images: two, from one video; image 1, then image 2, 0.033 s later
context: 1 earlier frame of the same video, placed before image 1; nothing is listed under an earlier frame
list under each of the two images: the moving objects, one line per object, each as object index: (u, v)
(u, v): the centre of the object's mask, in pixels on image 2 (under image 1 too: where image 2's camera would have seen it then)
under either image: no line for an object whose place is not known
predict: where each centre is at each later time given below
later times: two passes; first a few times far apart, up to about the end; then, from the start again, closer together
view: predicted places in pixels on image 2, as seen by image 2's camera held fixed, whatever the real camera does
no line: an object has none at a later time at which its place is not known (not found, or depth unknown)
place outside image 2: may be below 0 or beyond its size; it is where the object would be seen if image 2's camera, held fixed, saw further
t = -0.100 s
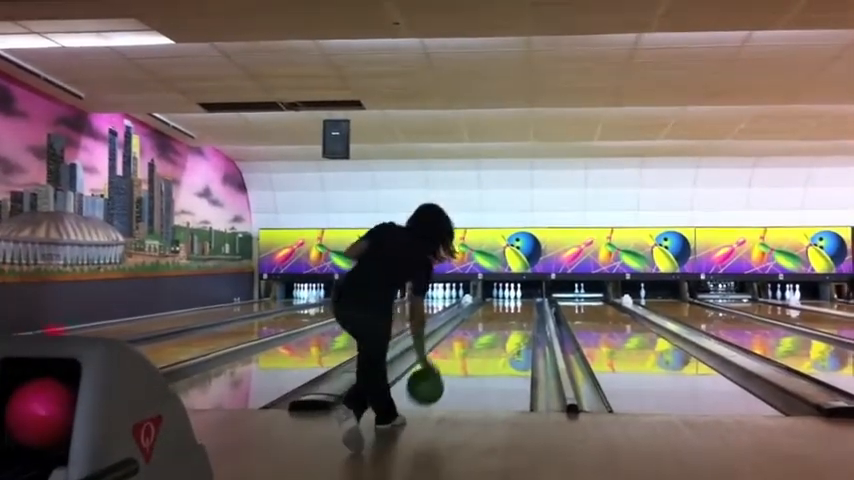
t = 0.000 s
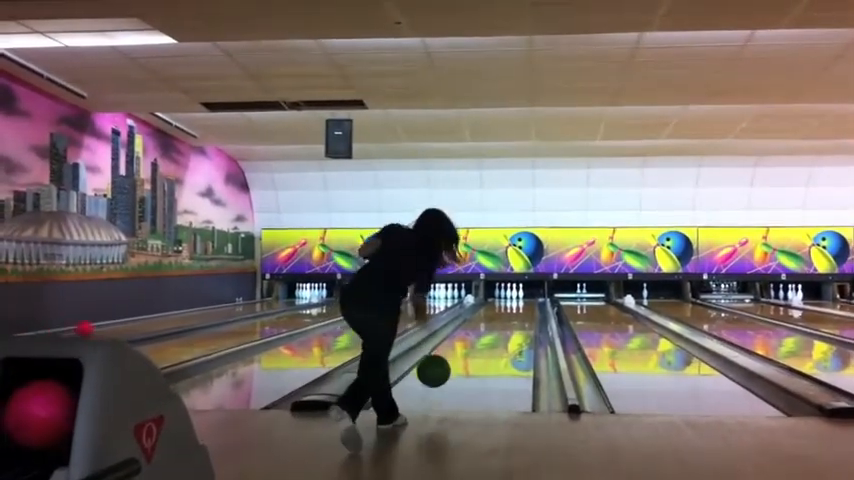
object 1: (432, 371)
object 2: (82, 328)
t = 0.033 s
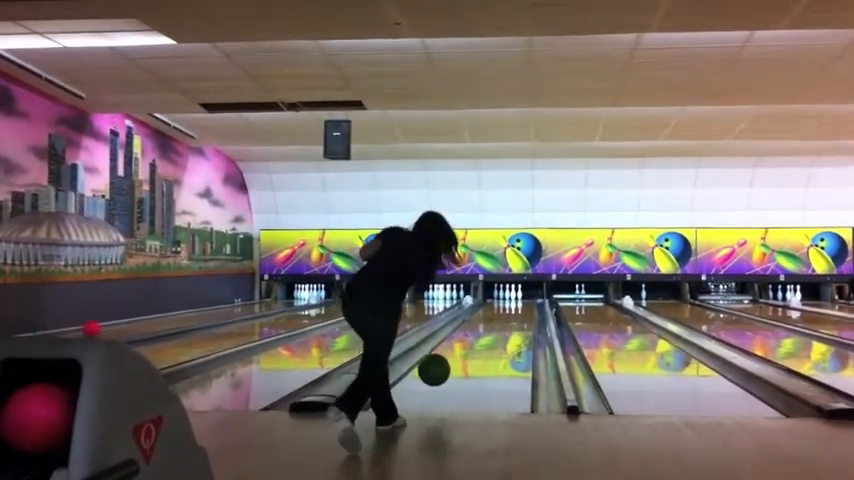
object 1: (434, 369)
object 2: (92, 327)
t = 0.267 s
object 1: (443, 365)
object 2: (141, 320)
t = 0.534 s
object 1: (449, 348)
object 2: (185, 313)
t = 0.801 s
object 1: (454, 335)
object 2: (221, 307)
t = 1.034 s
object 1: (456, 326)
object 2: (245, 303)
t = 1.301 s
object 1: (457, 321)
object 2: (270, 298)
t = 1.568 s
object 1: (461, 317)
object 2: (285, 297)
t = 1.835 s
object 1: (467, 313)
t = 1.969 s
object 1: (469, 311)
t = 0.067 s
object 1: (435, 369)
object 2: (99, 326)
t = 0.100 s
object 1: (437, 370)
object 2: (107, 325)
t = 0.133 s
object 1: (438, 372)
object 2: (115, 324)
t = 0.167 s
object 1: (440, 374)
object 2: (123, 323)
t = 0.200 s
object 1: (441, 371)
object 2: (128, 322)
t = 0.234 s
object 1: (441, 368)
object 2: (135, 321)
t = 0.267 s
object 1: (443, 365)
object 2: (141, 320)
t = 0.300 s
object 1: (444, 363)
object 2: (148, 319)
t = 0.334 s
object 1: (445, 360)
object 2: (154, 318)
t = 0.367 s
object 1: (446, 358)
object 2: (160, 317)
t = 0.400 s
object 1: (446, 355)
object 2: (164, 317)
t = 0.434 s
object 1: (447, 353)
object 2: (170, 315)
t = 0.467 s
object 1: (448, 351)
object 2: (176, 314)
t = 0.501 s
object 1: (449, 350)
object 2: (180, 314)
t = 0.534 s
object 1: (449, 348)
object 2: (185, 313)
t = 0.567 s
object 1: (450, 346)
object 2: (190, 312)
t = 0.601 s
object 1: (451, 344)
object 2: (195, 311)
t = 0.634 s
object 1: (451, 343)
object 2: (200, 310)
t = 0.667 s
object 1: (452, 340)
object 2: (204, 310)
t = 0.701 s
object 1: (452, 339)
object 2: (208, 309)
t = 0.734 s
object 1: (452, 337)
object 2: (213, 309)
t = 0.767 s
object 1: (453, 336)
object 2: (216, 308)
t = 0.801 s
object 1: (454, 335)
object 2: (221, 307)
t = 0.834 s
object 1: (454, 333)
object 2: (223, 307)
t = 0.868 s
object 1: (454, 333)
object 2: (227, 306)
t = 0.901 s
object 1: (454, 330)
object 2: (230, 306)
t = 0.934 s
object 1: (454, 330)
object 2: (234, 305)
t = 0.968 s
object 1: (455, 329)
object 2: (239, 304)
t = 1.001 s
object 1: (456, 327)
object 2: (241, 304)
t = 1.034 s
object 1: (456, 326)
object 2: (245, 303)
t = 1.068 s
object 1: (456, 325)
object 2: (247, 303)
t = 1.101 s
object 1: (456, 325)
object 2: (249, 302)
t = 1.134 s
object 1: (457, 322)
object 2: (256, 301)
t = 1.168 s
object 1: (458, 322)
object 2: (260, 300)
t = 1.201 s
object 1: (458, 321)
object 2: (261, 300)
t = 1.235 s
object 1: (458, 321)
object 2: (263, 300)
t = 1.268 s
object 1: (458, 321)
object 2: (266, 299)
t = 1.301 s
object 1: (457, 321)
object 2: (270, 298)
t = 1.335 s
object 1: (456, 322)
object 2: (272, 298)
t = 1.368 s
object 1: (457, 321)
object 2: (275, 298)
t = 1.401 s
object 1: (458, 321)
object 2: (276, 298)
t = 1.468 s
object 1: (459, 320)
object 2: (278, 298)
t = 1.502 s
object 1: (460, 319)
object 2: (279, 297)
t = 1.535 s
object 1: (459, 320)
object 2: (282, 297)
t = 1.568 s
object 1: (461, 317)
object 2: (285, 297)
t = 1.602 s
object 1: (461, 317)
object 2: (286, 297)
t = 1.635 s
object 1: (462, 317)
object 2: (288, 297)
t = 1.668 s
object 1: (463, 316)
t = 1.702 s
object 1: (465, 315)
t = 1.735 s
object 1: (466, 314)
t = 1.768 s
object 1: (466, 313)
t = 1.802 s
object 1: (466, 314)
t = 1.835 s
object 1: (467, 313)
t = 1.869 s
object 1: (467, 313)
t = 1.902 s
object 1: (468, 312)
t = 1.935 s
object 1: (469, 311)
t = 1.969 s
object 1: (469, 311)
